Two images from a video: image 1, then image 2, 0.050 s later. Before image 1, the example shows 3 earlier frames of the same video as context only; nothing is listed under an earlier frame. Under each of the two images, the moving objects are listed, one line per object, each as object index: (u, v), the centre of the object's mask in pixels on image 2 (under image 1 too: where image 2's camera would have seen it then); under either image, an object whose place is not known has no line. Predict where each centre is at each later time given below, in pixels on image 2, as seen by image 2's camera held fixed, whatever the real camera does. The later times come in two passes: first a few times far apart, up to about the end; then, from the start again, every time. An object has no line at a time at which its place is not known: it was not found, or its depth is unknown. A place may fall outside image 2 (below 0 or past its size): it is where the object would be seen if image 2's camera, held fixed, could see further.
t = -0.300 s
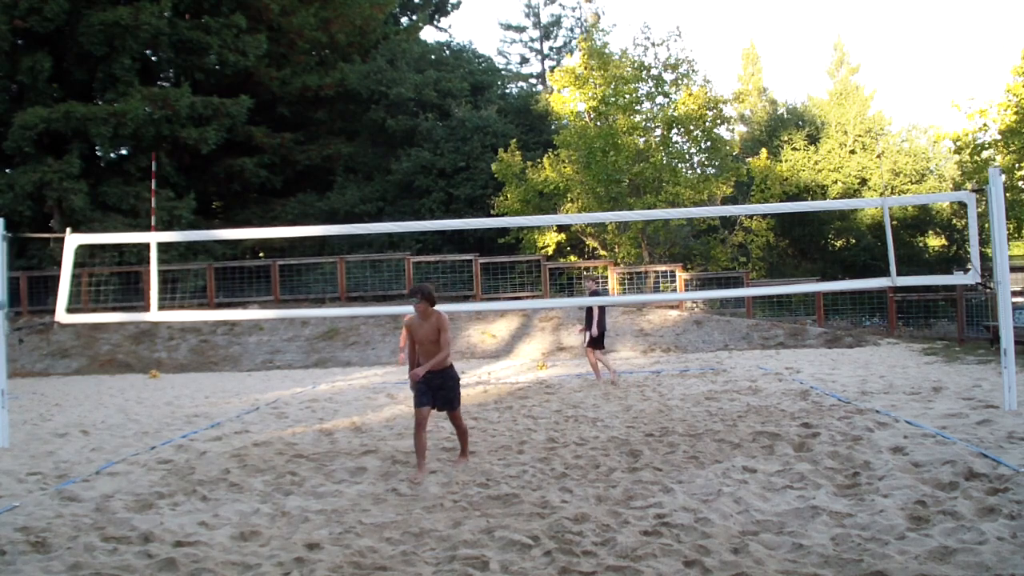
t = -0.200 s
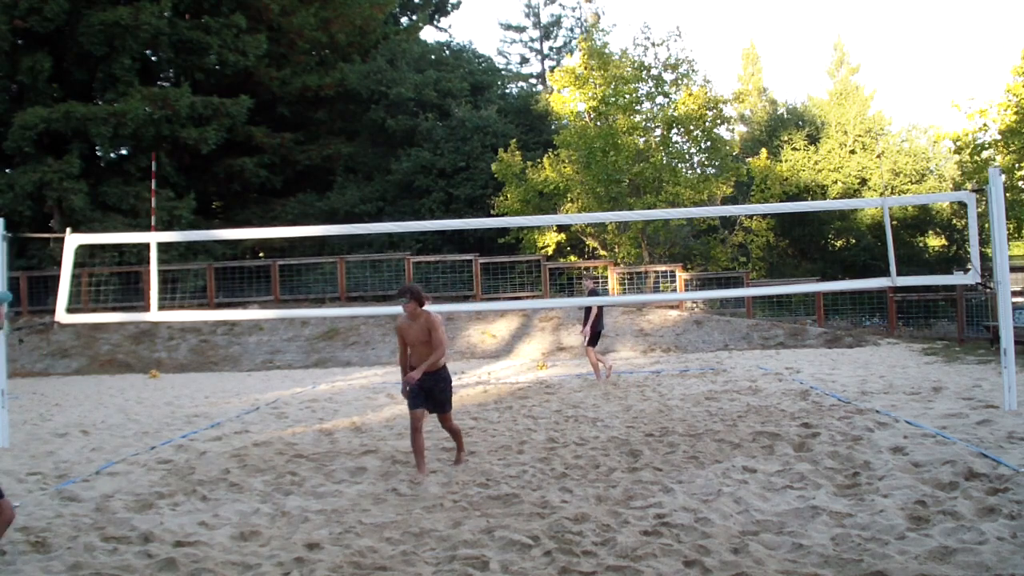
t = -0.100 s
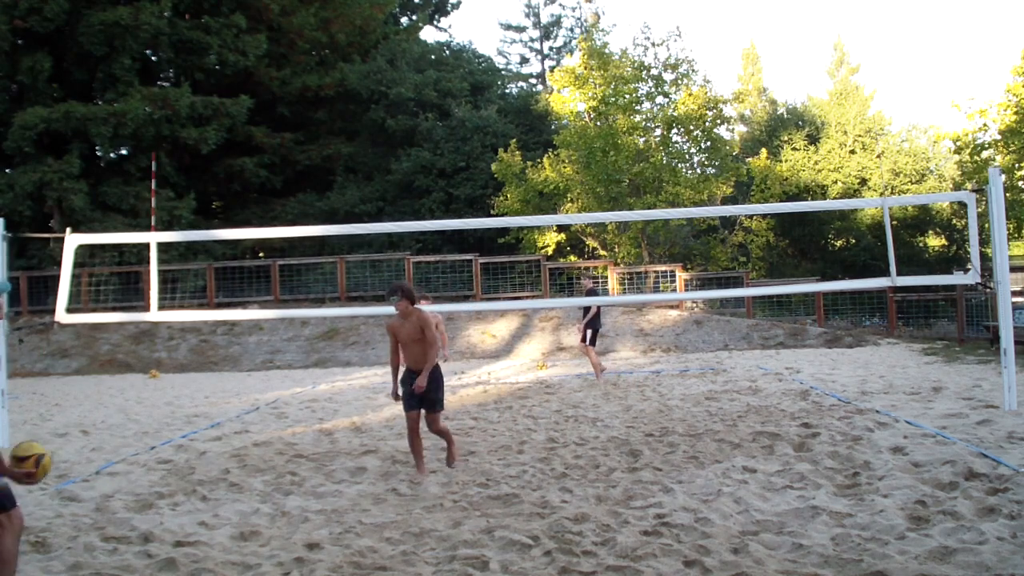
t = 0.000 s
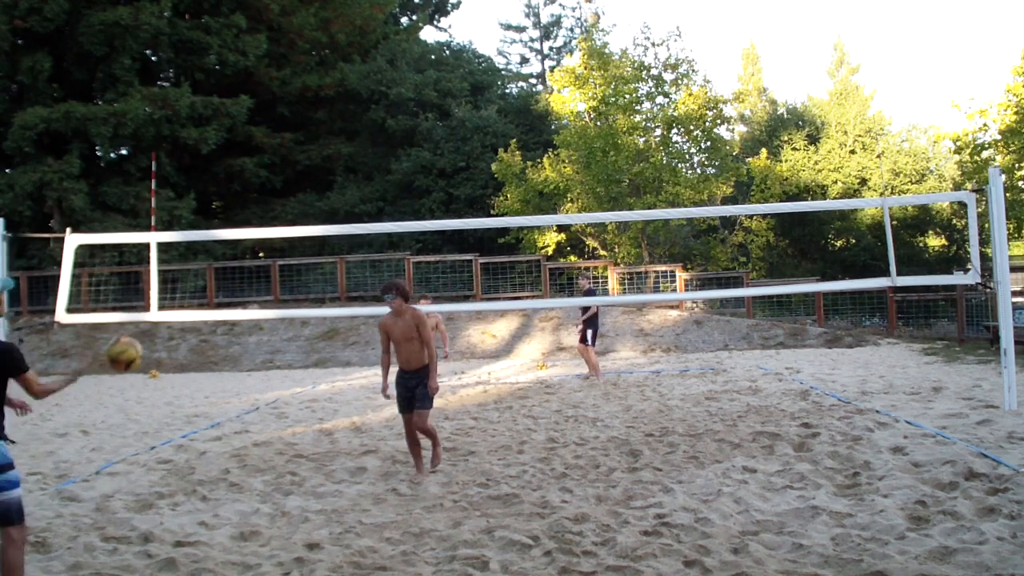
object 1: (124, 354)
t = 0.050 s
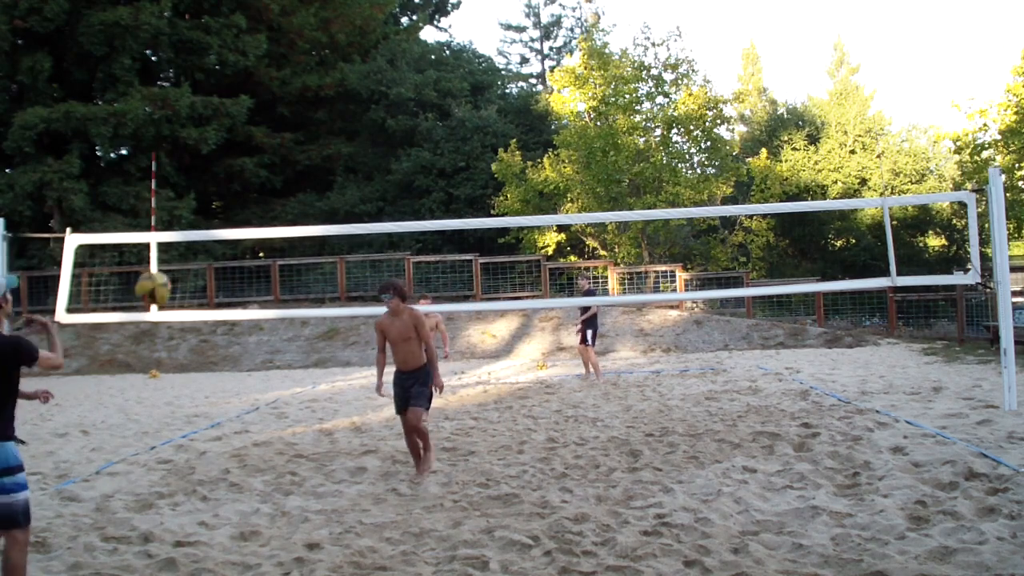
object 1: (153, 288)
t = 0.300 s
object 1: (269, 101)
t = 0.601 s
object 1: (362, 53)
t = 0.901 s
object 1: (426, 99)
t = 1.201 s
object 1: (474, 199)
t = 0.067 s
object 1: (163, 269)
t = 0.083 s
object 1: (172, 251)
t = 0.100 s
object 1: (181, 234)
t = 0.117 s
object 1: (189, 217)
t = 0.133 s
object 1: (198, 203)
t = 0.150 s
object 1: (206, 190)
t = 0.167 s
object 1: (213, 176)
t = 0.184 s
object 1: (221, 164)
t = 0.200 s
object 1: (229, 153)
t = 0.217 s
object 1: (235, 142)
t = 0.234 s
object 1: (243, 133)
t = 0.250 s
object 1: (249, 123)
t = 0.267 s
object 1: (257, 116)
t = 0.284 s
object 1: (263, 107)
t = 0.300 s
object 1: (269, 101)
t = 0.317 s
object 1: (276, 94)
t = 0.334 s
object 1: (282, 88)
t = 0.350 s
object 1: (287, 83)
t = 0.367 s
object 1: (293, 78)
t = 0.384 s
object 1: (299, 73)
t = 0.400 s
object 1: (304, 69)
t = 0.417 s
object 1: (310, 66)
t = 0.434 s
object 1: (315, 62)
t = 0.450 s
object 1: (320, 60)
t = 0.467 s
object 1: (325, 58)
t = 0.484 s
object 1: (330, 56)
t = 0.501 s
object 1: (335, 55)
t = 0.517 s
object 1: (339, 53)
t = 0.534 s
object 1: (344, 53)
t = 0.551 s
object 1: (349, 52)
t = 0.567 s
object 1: (353, 52)
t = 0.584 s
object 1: (357, 52)
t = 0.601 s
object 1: (362, 53)
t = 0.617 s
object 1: (365, 53)
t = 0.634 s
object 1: (369, 54)
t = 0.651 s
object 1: (374, 55)
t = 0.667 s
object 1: (377, 57)
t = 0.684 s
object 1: (381, 58)
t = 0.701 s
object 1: (385, 60)
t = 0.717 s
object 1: (389, 62)
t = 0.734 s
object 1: (392, 64)
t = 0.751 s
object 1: (396, 67)
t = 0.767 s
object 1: (400, 70)
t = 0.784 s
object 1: (403, 72)
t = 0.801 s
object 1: (406, 76)
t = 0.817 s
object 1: (410, 80)
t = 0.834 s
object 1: (413, 83)
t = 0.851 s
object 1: (416, 87)
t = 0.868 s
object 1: (419, 91)
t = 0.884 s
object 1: (423, 95)
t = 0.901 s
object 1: (426, 99)
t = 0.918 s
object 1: (429, 104)
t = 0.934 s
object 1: (432, 108)
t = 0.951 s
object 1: (435, 112)
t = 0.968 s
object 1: (438, 116)
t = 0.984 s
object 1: (440, 123)
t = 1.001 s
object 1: (443, 128)
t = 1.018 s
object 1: (446, 133)
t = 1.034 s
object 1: (449, 138)
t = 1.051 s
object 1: (451, 144)
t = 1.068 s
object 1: (454, 149)
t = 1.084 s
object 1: (457, 156)
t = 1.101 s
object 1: (459, 161)
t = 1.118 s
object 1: (462, 167)
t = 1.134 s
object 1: (465, 173)
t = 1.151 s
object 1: (467, 179)
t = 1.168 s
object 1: (470, 185)
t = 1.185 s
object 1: (472, 192)
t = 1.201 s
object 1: (474, 199)
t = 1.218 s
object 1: (477, 205)
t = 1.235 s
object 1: (479, 211)
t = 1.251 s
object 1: (481, 214)
